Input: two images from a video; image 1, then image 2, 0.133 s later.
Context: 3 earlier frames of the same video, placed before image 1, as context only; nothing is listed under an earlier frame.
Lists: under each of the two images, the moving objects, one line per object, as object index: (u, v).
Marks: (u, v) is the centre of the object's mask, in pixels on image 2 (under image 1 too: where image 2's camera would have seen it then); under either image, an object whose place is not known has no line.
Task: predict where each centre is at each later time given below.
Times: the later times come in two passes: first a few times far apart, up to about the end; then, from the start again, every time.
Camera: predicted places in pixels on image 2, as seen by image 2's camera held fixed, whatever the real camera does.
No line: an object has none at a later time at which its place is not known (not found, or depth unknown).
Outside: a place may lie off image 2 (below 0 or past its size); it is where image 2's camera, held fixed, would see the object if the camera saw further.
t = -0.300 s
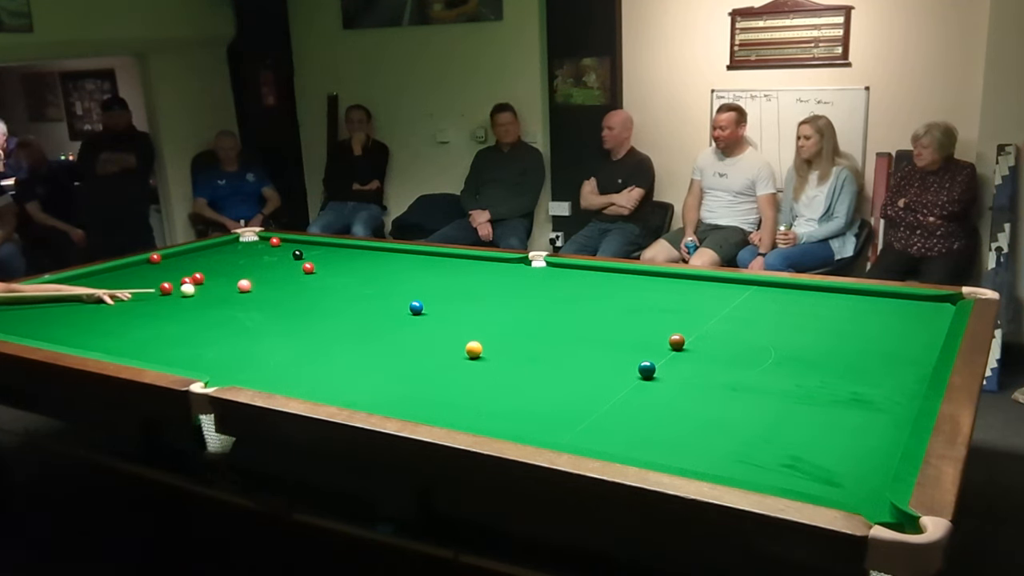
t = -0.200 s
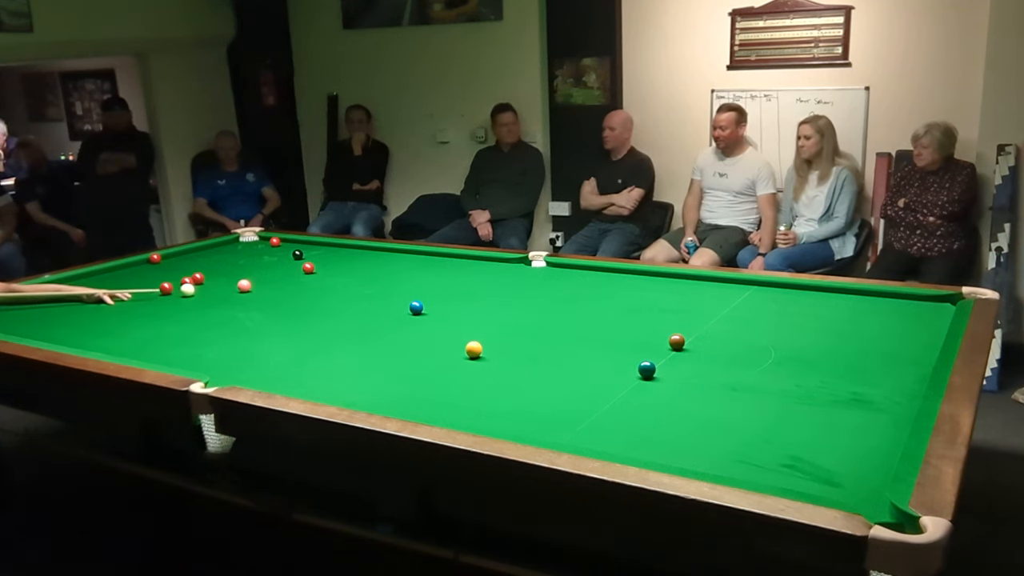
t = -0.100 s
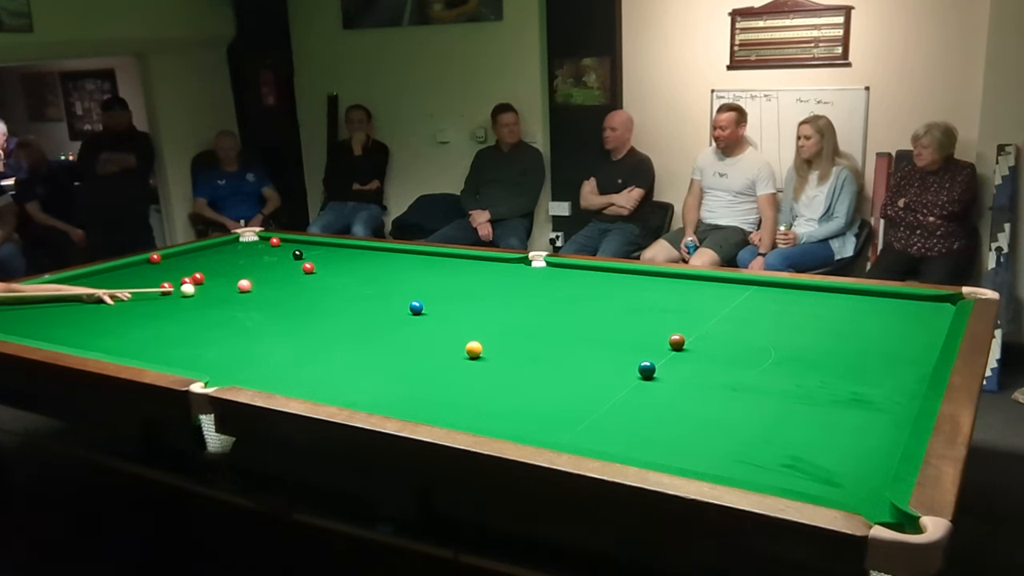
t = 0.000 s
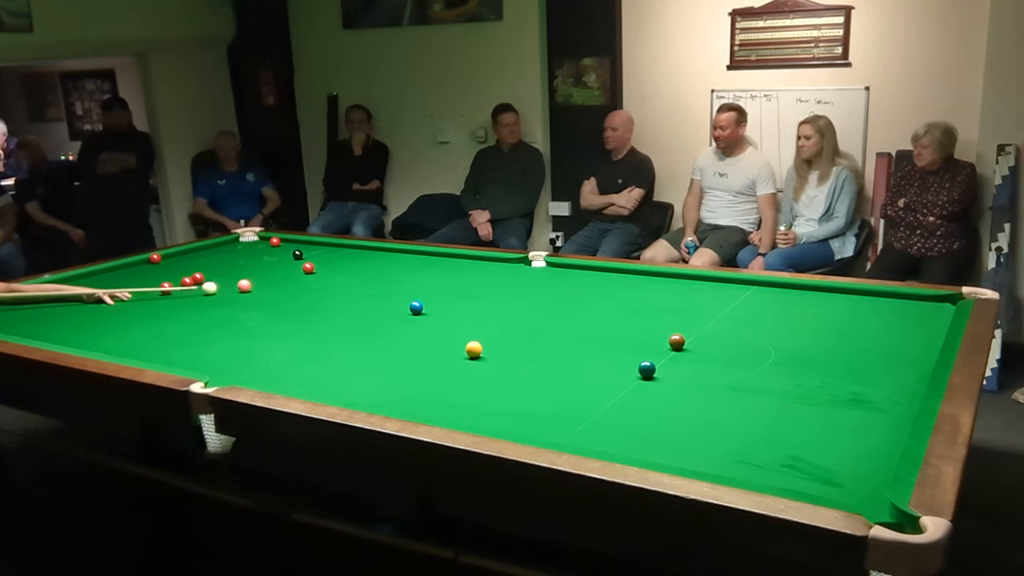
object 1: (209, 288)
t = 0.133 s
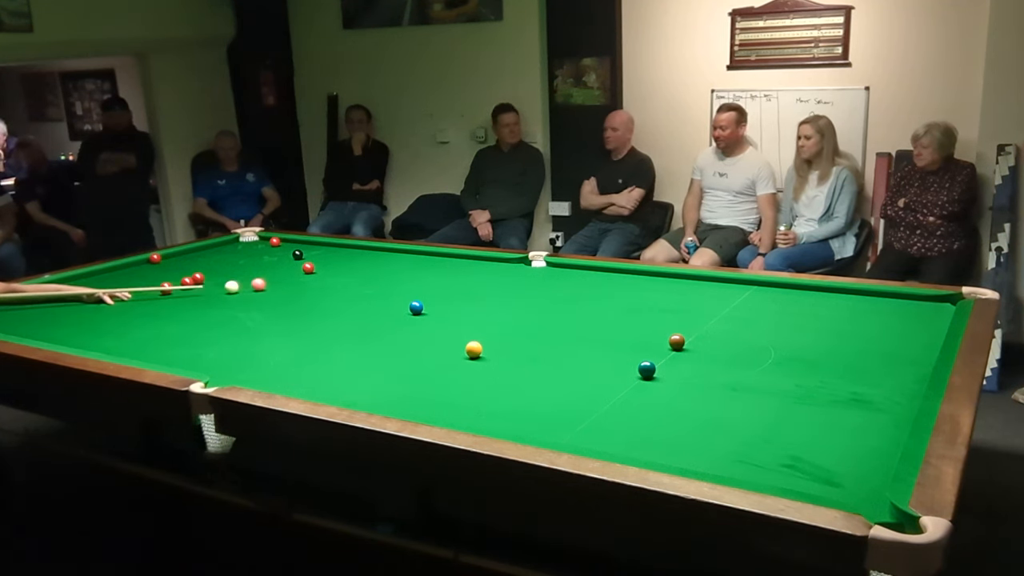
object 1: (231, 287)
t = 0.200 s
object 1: (234, 286)
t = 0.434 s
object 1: (249, 286)
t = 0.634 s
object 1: (261, 286)
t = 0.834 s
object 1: (271, 286)
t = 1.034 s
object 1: (280, 285)
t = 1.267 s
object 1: (290, 285)
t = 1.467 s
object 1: (298, 285)
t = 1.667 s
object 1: (304, 285)
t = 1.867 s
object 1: (309, 284)
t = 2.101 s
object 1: (315, 284)
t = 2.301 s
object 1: (318, 284)
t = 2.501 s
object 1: (320, 284)
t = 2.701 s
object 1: (321, 284)
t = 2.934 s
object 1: (321, 284)
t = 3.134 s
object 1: (321, 284)
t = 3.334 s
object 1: (321, 284)
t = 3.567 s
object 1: (321, 284)
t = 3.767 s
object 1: (320, 283)
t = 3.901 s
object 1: (321, 284)
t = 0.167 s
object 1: (233, 286)
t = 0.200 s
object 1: (234, 286)
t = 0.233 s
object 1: (237, 286)
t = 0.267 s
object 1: (239, 286)
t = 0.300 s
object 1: (241, 286)
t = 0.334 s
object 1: (243, 286)
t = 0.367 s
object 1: (245, 286)
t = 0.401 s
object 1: (247, 286)
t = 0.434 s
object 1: (249, 286)
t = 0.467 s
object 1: (251, 286)
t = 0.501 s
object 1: (253, 286)
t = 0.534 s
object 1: (255, 286)
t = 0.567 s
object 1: (257, 286)
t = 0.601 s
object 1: (259, 286)
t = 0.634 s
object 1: (261, 286)
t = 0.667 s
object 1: (262, 286)
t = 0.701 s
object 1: (264, 286)
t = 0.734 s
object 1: (266, 286)
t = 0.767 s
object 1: (268, 286)
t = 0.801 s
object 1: (269, 286)
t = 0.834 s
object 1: (271, 286)
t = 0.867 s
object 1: (272, 286)
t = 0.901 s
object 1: (274, 286)
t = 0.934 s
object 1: (276, 285)
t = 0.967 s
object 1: (277, 286)
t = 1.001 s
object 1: (279, 286)
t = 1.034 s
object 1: (280, 285)
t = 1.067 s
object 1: (282, 285)
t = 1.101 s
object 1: (283, 285)
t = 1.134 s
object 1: (285, 285)
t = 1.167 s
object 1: (286, 285)
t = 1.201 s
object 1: (287, 285)
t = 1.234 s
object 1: (289, 285)
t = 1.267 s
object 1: (290, 285)
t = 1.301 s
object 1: (291, 285)
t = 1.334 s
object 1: (293, 285)
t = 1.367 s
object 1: (294, 285)
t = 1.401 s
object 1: (295, 285)
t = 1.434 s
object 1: (296, 285)
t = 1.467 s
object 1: (298, 285)
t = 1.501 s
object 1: (299, 285)
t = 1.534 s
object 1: (300, 285)
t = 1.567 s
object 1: (301, 285)
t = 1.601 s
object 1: (302, 285)
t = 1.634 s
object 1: (303, 285)
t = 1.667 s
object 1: (304, 285)
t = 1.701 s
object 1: (305, 285)
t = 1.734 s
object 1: (306, 285)
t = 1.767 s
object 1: (307, 284)
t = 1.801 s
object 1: (308, 285)
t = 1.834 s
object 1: (308, 284)
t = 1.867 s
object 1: (309, 284)
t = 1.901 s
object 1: (310, 284)
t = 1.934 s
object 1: (311, 284)
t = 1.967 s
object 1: (312, 284)
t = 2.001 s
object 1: (312, 284)
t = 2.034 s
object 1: (313, 284)
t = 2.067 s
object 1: (314, 284)
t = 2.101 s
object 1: (315, 284)
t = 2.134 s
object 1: (315, 284)
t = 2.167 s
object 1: (315, 284)
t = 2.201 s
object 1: (316, 284)
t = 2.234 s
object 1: (317, 284)
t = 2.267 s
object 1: (317, 284)
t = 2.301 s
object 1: (318, 284)
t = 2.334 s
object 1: (318, 284)
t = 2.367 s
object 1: (318, 284)
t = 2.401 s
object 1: (319, 284)
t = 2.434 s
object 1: (319, 284)
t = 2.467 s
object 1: (319, 284)
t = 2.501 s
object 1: (320, 284)
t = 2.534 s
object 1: (320, 284)
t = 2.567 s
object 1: (320, 284)
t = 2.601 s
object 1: (320, 284)
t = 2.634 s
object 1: (321, 284)
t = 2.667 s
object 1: (321, 284)
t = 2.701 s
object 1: (321, 284)
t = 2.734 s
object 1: (321, 284)
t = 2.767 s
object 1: (321, 284)
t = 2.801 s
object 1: (321, 284)
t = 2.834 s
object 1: (321, 284)
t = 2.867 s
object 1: (321, 284)
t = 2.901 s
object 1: (321, 284)
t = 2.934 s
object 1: (321, 284)
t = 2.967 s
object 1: (321, 284)
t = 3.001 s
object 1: (321, 284)
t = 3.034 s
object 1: (321, 284)
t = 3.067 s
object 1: (321, 284)
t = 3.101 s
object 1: (321, 284)
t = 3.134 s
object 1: (321, 284)
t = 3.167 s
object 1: (321, 284)
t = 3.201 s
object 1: (321, 284)
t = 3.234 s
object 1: (321, 284)
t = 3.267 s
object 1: (321, 284)
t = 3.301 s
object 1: (321, 284)
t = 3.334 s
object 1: (321, 284)
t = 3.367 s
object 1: (321, 284)
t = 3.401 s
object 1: (321, 284)
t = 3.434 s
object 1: (321, 284)
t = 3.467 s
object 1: (321, 284)
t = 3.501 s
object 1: (321, 284)
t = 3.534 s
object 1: (321, 284)
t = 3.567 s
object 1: (321, 284)
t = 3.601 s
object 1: (321, 284)
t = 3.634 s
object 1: (321, 284)
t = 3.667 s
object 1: (321, 284)
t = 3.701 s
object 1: (321, 284)
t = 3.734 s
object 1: (323, 285)
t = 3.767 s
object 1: (320, 283)
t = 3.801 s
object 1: (321, 284)
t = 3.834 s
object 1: (321, 284)
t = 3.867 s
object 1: (321, 284)
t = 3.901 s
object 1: (321, 284)
